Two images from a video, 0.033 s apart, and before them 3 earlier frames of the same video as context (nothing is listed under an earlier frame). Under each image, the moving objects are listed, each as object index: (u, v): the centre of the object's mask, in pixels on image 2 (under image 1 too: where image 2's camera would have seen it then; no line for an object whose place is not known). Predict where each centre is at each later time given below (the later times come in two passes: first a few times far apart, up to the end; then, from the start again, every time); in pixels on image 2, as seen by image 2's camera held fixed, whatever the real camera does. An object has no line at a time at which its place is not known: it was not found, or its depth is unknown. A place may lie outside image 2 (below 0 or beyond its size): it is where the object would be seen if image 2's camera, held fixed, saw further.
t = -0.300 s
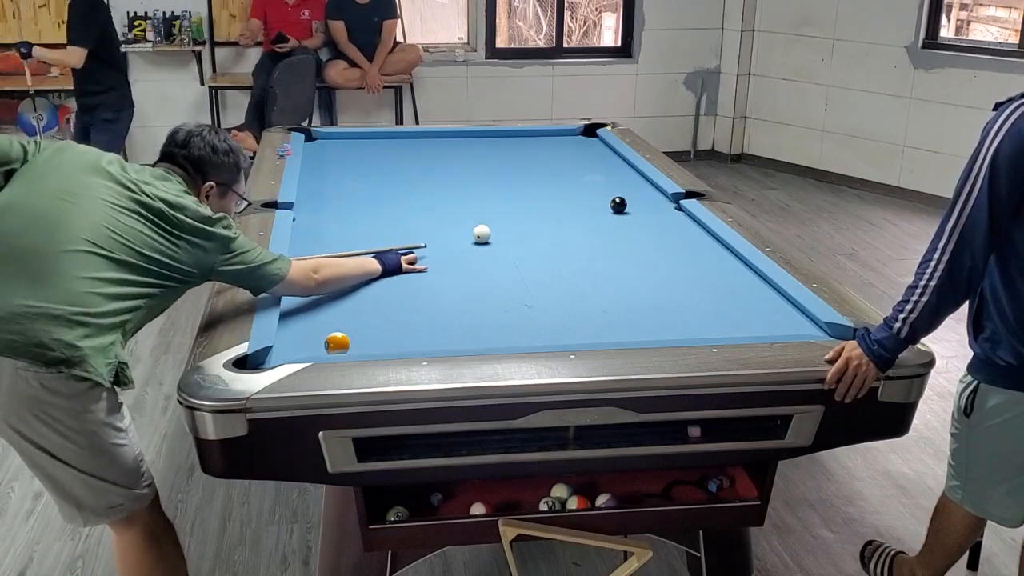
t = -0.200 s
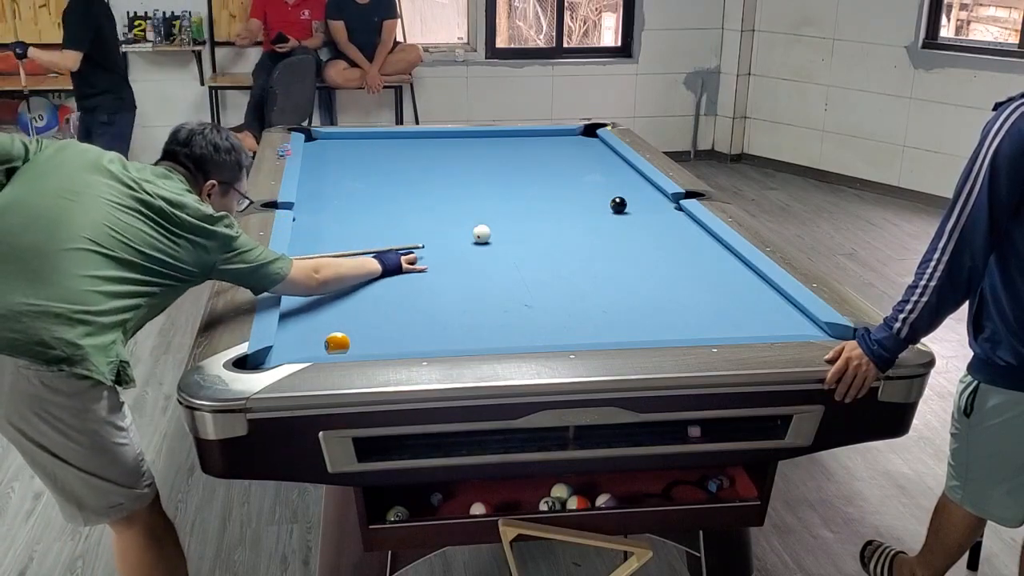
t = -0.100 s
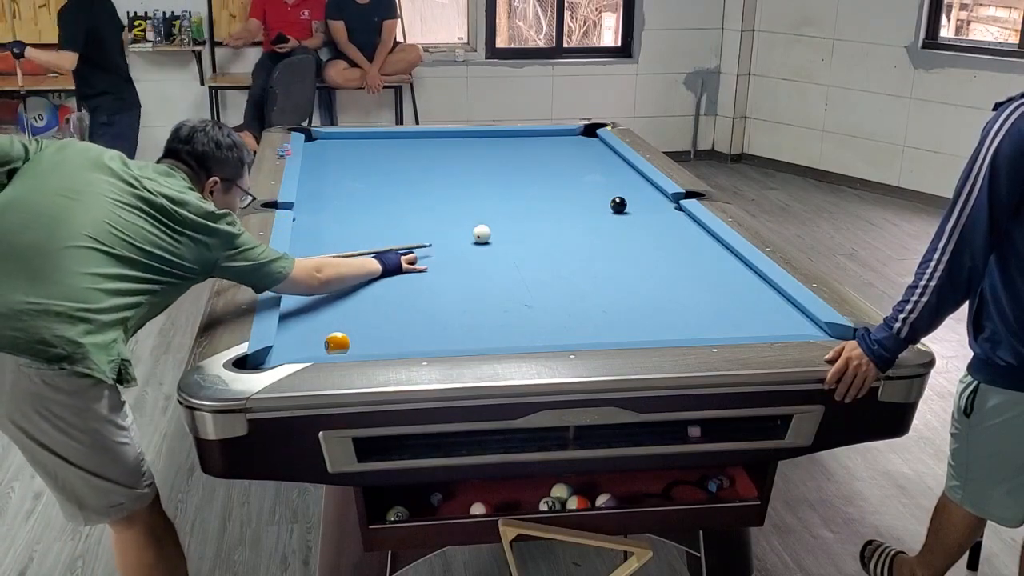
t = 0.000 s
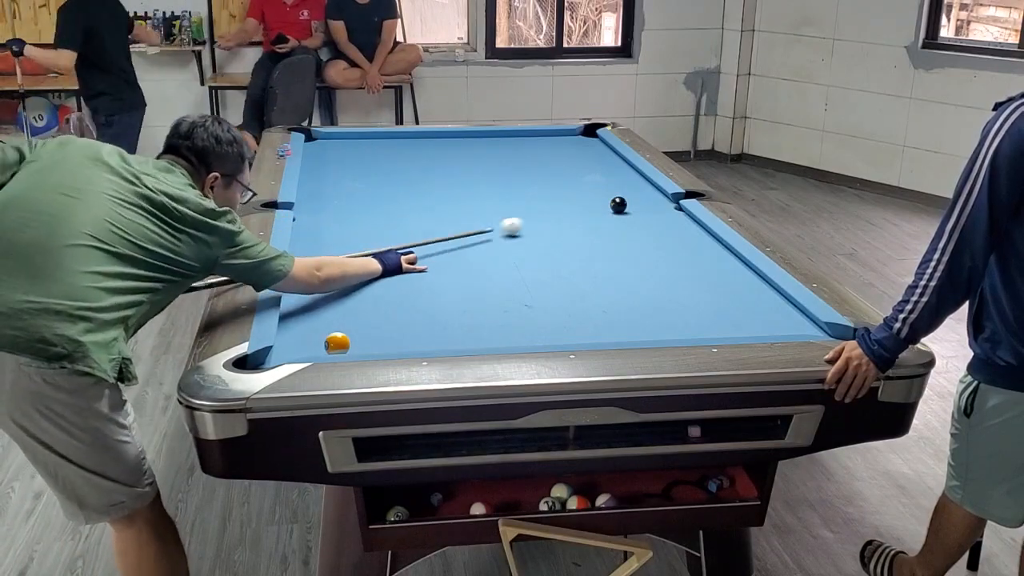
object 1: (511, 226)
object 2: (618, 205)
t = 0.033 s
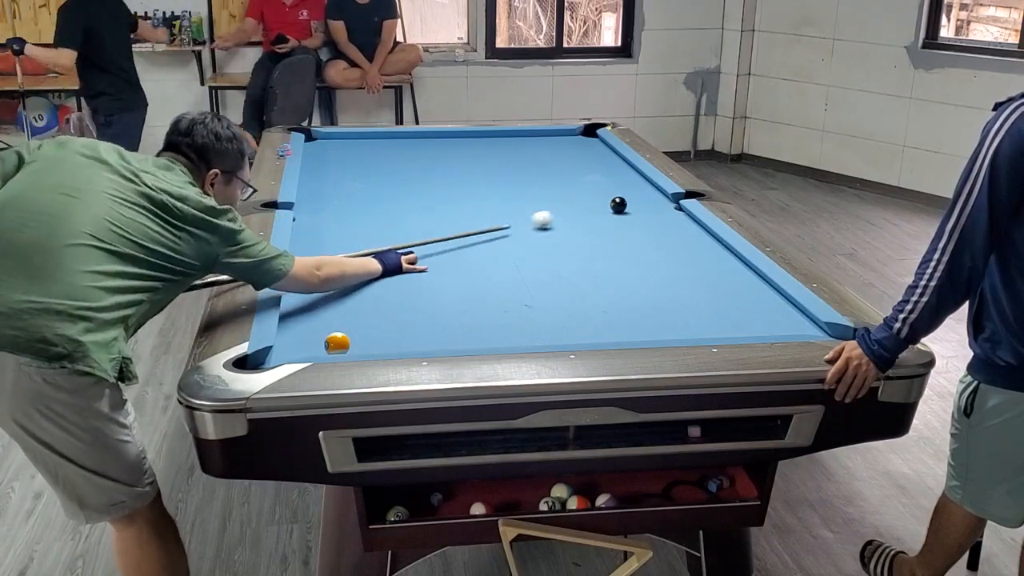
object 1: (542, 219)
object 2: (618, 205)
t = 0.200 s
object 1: (590, 196)
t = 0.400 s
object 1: (573, 180)
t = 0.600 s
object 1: (560, 167)
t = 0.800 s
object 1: (548, 155)
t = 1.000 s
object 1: (537, 144)
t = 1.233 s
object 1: (526, 133)
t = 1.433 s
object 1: (512, 138)
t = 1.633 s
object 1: (497, 143)
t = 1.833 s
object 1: (481, 148)
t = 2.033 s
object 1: (466, 154)
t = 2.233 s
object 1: (450, 159)
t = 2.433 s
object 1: (433, 164)
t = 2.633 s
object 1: (417, 170)
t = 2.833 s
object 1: (399, 175)
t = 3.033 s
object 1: (382, 181)
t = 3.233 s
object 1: (364, 187)
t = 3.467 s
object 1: (343, 194)
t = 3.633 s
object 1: (327, 199)
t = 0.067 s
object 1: (571, 212)
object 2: (618, 205)
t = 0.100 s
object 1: (599, 207)
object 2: (618, 205)
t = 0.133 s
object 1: (598, 203)
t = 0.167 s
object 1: (594, 199)
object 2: (672, 200)
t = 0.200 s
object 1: (590, 196)
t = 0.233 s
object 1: (587, 193)
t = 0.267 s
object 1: (584, 190)
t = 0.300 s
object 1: (581, 188)
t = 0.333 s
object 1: (578, 185)
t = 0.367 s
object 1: (576, 183)
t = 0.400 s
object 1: (573, 180)
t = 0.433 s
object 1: (571, 178)
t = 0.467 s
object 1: (569, 176)
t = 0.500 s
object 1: (566, 173)
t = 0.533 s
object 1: (564, 171)
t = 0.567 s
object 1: (562, 169)
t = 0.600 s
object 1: (560, 167)
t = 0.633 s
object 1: (558, 165)
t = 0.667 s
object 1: (556, 163)
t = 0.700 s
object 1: (554, 161)
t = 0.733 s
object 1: (552, 159)
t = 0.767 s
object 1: (550, 157)
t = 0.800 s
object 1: (548, 155)
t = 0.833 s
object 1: (546, 153)
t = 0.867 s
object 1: (544, 151)
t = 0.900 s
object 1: (542, 149)
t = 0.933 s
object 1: (540, 148)
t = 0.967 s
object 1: (539, 146)
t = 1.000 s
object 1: (537, 144)
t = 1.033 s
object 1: (536, 143)
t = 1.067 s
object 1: (534, 141)
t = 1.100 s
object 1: (532, 139)
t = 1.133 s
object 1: (531, 138)
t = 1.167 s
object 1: (529, 136)
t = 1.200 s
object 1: (527, 134)
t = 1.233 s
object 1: (526, 133)
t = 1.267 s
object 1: (524, 133)
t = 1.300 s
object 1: (522, 134)
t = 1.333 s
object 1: (519, 135)
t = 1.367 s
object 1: (517, 136)
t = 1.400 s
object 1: (514, 137)
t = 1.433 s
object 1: (512, 138)
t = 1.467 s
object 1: (509, 138)
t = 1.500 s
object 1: (507, 139)
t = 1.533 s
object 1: (505, 140)
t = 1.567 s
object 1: (502, 141)
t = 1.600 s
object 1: (499, 142)
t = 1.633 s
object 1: (497, 143)
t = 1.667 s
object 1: (494, 144)
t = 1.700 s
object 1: (492, 144)
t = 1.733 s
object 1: (489, 145)
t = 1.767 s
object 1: (486, 146)
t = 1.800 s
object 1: (484, 147)
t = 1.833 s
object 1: (481, 148)
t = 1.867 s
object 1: (479, 149)
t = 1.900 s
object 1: (476, 150)
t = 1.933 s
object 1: (474, 151)
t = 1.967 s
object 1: (471, 152)
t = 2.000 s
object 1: (468, 153)
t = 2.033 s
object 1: (466, 154)
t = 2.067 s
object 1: (463, 154)
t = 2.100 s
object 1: (460, 155)
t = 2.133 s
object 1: (458, 156)
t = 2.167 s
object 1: (455, 157)
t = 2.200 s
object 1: (452, 158)
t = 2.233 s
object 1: (450, 159)
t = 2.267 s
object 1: (447, 160)
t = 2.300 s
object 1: (444, 161)
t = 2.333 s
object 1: (442, 161)
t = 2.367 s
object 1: (439, 162)
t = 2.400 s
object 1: (436, 163)
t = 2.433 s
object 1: (433, 164)
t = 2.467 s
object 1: (430, 165)
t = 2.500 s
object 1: (427, 166)
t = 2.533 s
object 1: (425, 167)
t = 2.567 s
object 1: (422, 168)
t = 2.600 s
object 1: (420, 169)
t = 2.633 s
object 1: (417, 170)
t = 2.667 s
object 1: (414, 171)
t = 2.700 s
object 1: (411, 172)
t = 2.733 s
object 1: (408, 173)
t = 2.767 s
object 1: (405, 174)
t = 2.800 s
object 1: (402, 175)
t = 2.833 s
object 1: (399, 175)
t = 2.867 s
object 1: (396, 177)
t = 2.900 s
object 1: (394, 177)
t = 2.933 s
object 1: (390, 179)
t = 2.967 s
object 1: (387, 179)
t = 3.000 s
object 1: (385, 180)
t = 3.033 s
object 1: (382, 181)
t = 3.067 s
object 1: (379, 182)
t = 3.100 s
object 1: (376, 183)
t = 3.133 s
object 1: (373, 184)
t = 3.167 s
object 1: (370, 185)
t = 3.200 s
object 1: (367, 186)
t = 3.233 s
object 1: (364, 187)
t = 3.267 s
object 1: (361, 188)
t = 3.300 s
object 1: (358, 189)
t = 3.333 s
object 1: (355, 190)
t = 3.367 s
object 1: (352, 191)
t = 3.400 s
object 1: (349, 192)
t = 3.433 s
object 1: (346, 193)
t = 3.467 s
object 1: (343, 194)
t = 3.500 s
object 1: (340, 195)
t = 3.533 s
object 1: (337, 196)
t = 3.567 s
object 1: (333, 197)
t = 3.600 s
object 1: (330, 198)
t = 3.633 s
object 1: (327, 199)
